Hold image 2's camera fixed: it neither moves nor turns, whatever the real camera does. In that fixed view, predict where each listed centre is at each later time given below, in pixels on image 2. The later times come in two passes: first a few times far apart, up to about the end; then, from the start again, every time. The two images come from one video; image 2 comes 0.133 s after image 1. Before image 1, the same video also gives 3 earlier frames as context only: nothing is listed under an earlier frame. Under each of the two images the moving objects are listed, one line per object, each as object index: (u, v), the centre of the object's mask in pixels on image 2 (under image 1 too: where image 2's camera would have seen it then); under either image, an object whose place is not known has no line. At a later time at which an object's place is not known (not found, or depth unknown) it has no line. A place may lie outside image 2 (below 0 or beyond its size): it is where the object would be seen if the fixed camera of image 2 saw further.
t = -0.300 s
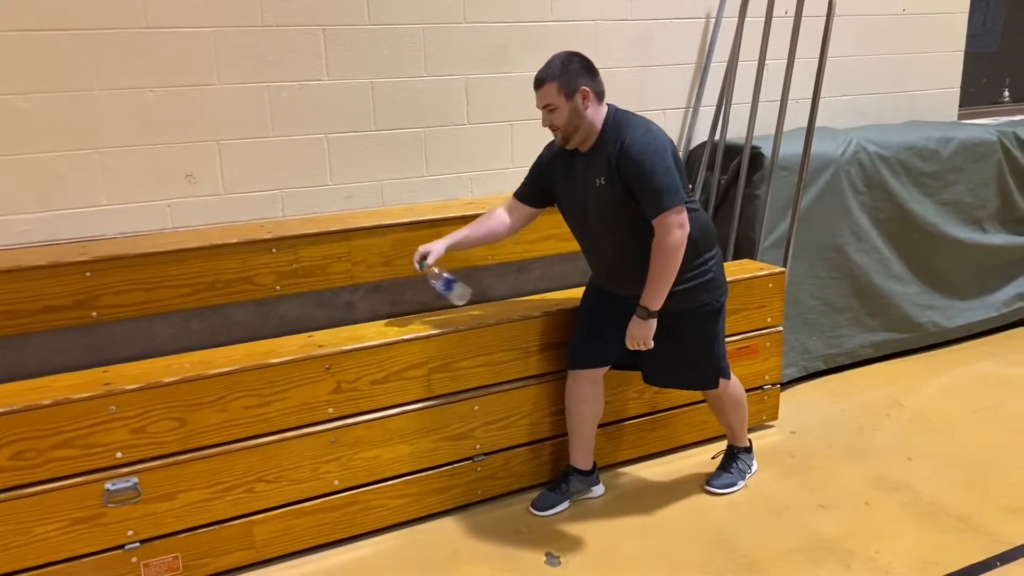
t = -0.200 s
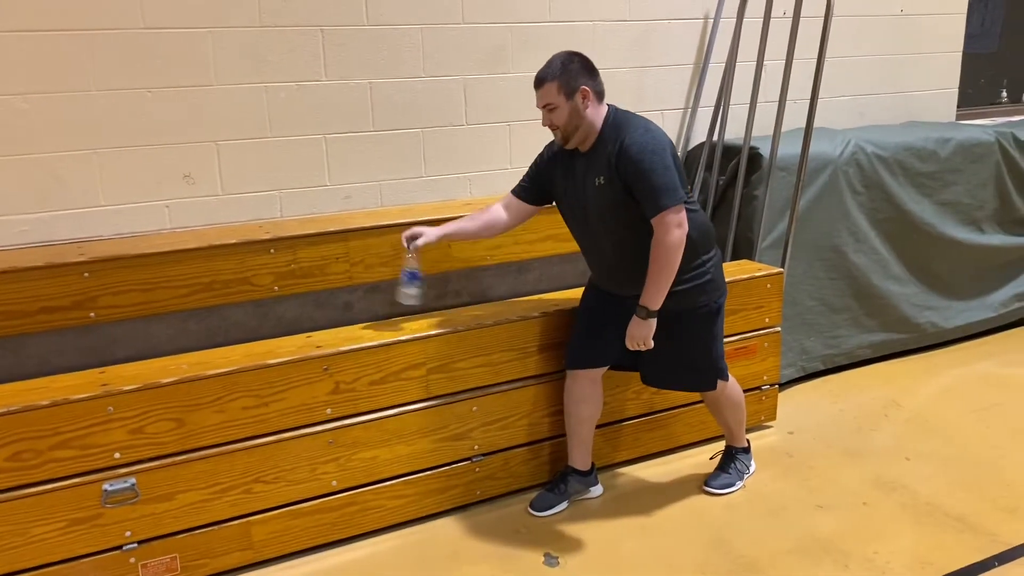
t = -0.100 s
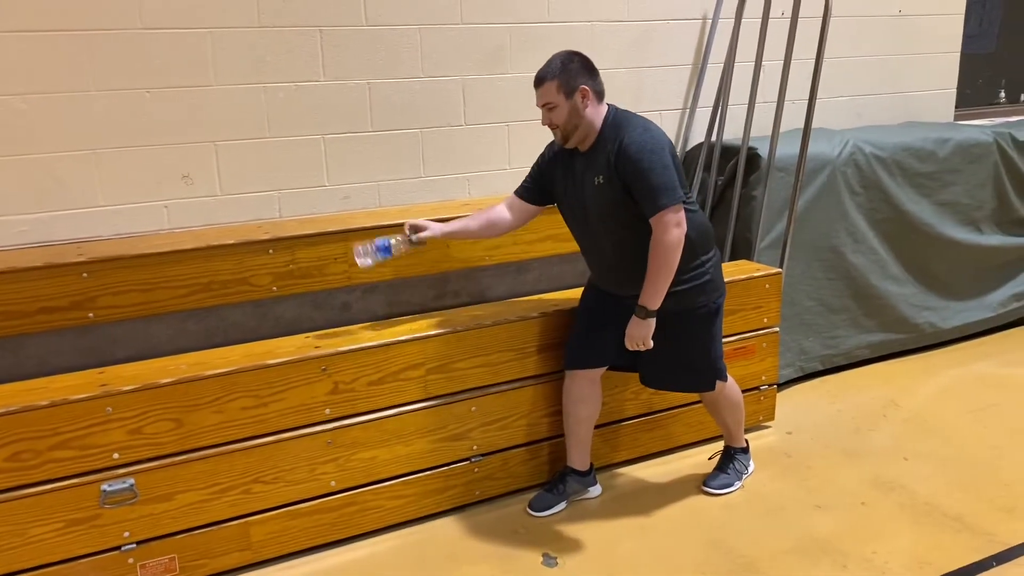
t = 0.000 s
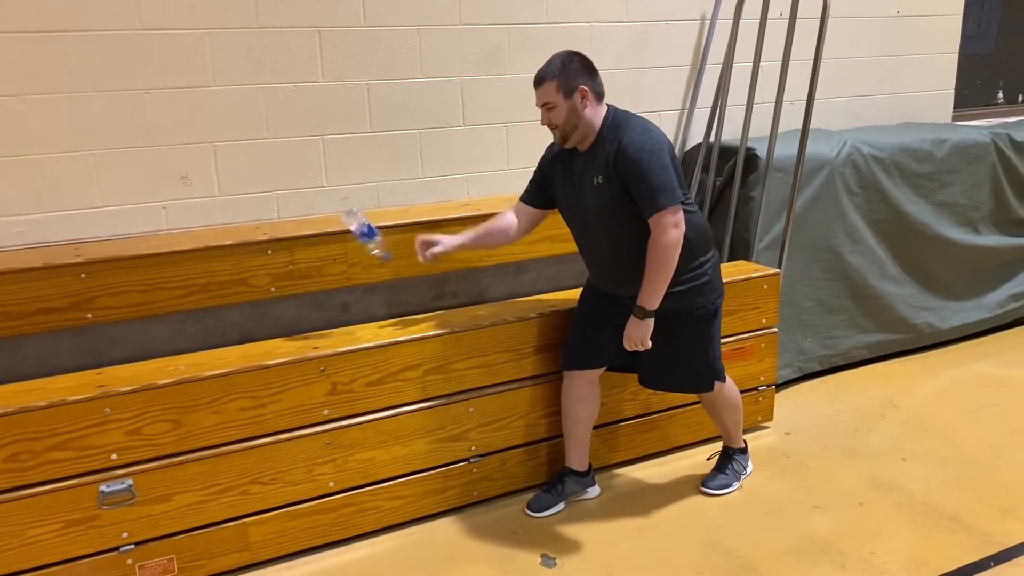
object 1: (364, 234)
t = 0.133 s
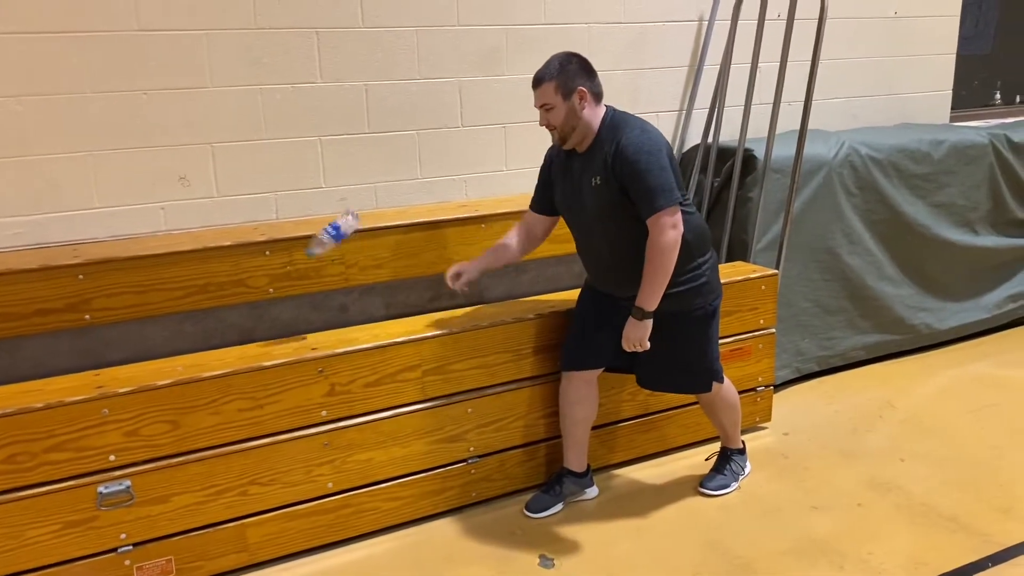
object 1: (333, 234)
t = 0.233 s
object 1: (331, 255)
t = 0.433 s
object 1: (348, 307)
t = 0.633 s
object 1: (370, 321)
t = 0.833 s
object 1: (370, 320)
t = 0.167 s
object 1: (330, 237)
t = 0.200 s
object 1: (330, 244)
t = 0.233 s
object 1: (331, 255)
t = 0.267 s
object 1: (334, 272)
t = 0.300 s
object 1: (336, 293)
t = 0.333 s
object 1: (338, 310)
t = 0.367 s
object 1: (342, 308)
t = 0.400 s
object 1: (345, 308)
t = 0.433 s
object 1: (348, 307)
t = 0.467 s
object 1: (351, 308)
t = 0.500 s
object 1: (356, 309)
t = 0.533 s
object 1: (361, 310)
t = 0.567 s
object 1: (366, 314)
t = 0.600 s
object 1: (371, 322)
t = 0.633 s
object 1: (370, 321)
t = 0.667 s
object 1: (369, 321)
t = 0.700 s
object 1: (369, 322)
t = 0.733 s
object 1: (369, 322)
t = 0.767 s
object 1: (370, 321)
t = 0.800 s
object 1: (370, 321)
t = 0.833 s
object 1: (370, 320)
